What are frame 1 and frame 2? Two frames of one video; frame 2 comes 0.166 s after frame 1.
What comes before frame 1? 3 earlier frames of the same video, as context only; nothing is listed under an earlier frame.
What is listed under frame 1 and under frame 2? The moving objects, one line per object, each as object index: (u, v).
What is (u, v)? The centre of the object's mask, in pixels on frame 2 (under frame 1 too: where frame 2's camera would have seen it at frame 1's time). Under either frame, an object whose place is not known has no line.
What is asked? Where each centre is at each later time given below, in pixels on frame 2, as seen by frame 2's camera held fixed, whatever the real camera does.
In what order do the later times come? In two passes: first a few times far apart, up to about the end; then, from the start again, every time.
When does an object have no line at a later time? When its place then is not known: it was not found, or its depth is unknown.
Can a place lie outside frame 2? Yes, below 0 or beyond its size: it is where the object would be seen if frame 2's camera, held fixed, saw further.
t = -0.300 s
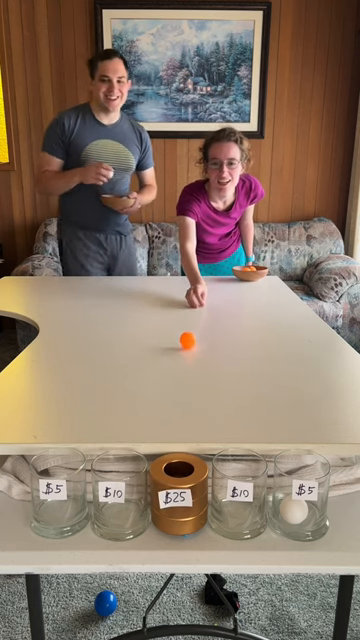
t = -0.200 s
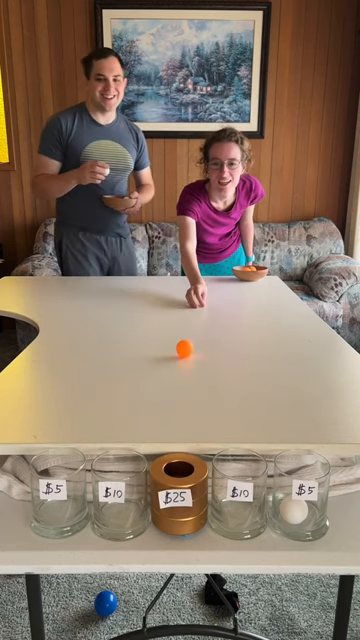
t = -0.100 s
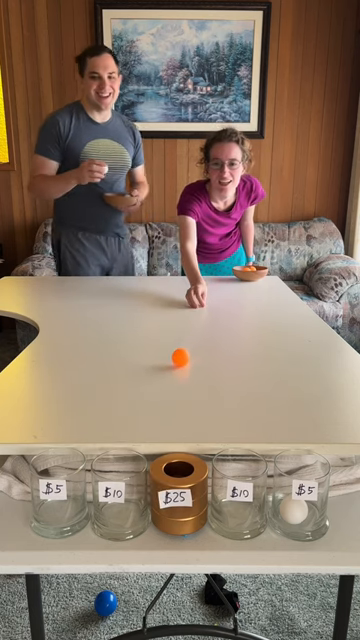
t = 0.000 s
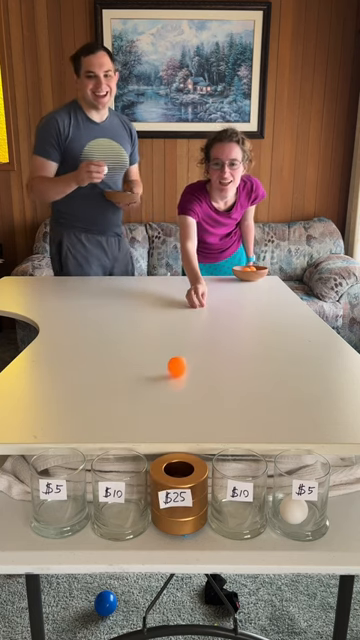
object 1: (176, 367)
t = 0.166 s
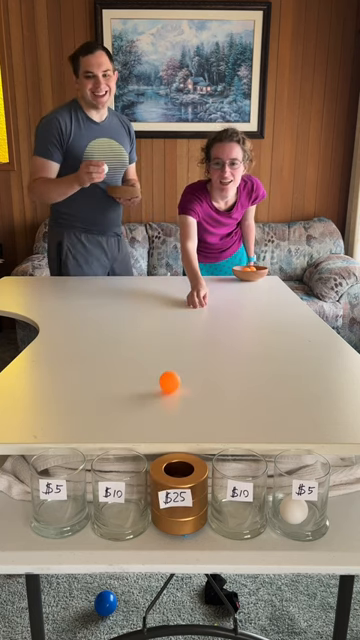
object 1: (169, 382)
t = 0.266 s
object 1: (164, 392)
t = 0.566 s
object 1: (149, 420)
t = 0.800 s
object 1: (137, 448)
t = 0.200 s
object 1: (167, 385)
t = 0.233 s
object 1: (166, 388)
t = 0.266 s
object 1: (164, 392)
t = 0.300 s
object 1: (163, 395)
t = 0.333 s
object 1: (161, 398)
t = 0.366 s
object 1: (159, 402)
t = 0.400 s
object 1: (157, 405)
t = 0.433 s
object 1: (156, 408)
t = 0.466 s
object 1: (154, 412)
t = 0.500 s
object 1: (152, 415)
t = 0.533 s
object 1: (150, 417)
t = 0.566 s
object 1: (149, 420)
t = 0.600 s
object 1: (147, 424)
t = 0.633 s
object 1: (145, 427)
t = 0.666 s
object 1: (143, 429)
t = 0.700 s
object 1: (141, 433)
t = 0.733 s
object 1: (140, 438)
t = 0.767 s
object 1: (140, 445)
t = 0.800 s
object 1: (137, 448)
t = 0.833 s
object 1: (133, 457)
